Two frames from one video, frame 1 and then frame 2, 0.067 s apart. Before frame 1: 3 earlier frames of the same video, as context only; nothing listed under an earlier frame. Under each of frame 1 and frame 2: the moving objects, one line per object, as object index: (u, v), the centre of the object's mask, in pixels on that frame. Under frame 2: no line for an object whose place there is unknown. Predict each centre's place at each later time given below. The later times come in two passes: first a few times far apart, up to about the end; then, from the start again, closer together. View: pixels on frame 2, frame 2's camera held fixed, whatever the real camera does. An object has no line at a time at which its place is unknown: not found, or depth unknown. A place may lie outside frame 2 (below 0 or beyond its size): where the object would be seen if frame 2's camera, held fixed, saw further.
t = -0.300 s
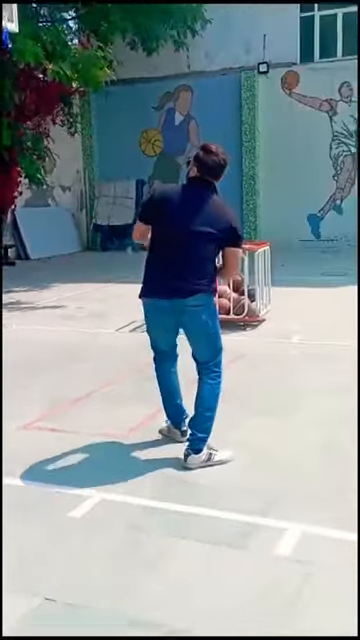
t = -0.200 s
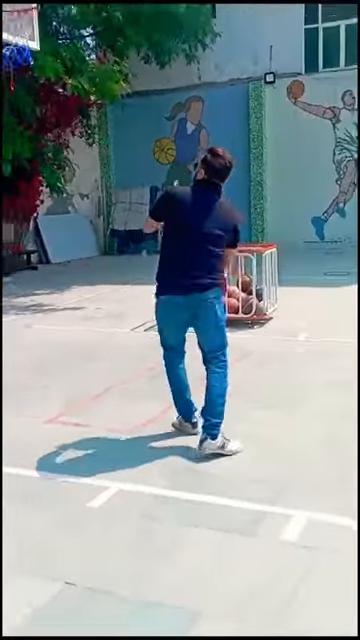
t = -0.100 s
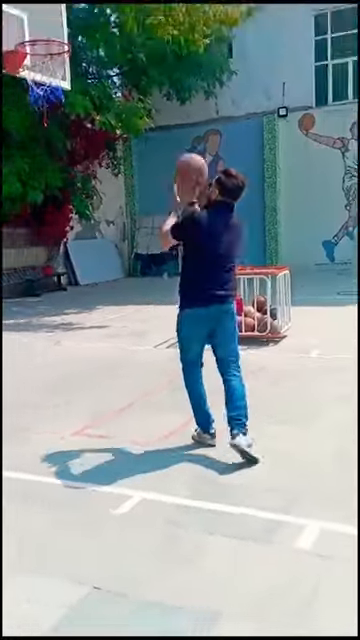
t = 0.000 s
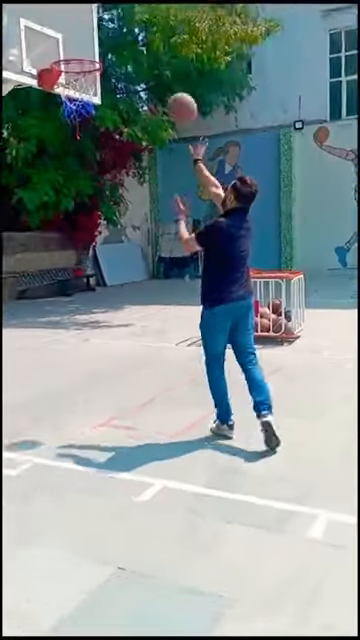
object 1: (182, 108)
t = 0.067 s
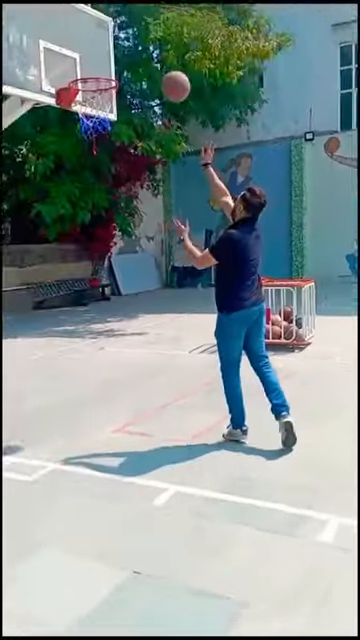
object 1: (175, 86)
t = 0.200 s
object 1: (140, 40)
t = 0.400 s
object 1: (93, 13)
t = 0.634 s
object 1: (55, 39)
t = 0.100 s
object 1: (166, 71)
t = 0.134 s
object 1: (157, 59)
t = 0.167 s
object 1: (148, 48)
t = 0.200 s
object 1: (140, 40)
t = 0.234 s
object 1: (131, 31)
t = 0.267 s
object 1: (123, 24)
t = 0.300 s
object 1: (115, 20)
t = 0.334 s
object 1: (108, 16)
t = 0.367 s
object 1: (100, 14)
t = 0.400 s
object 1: (93, 13)
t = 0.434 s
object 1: (86, 13)
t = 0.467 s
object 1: (80, 15)
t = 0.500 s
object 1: (73, 20)
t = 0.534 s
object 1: (67, 24)
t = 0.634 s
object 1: (55, 39)
